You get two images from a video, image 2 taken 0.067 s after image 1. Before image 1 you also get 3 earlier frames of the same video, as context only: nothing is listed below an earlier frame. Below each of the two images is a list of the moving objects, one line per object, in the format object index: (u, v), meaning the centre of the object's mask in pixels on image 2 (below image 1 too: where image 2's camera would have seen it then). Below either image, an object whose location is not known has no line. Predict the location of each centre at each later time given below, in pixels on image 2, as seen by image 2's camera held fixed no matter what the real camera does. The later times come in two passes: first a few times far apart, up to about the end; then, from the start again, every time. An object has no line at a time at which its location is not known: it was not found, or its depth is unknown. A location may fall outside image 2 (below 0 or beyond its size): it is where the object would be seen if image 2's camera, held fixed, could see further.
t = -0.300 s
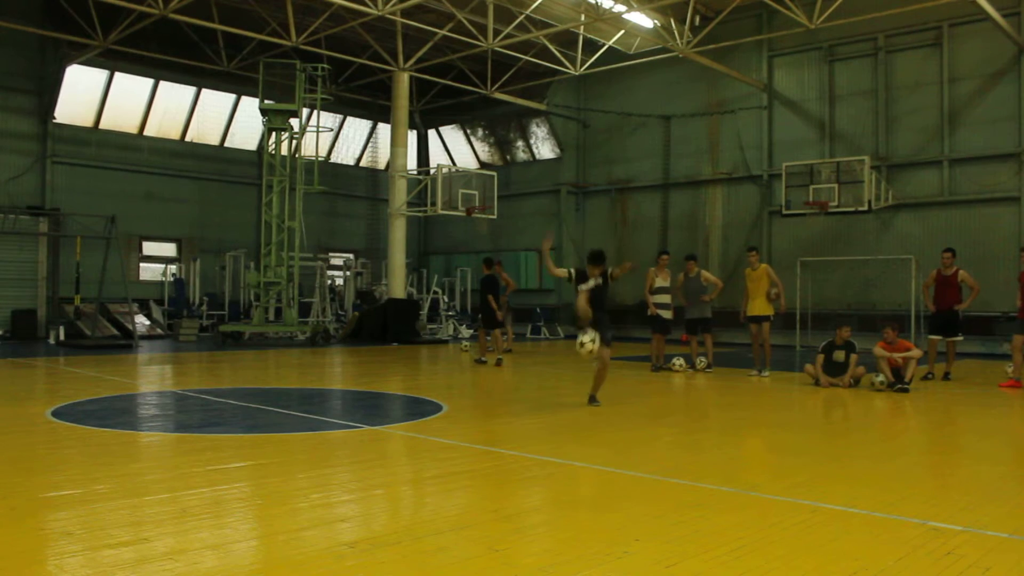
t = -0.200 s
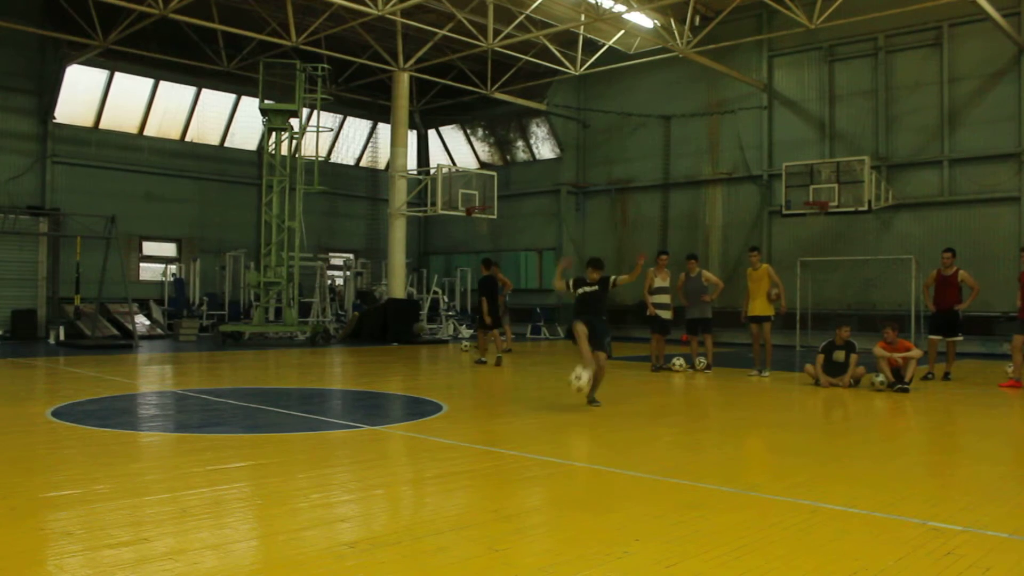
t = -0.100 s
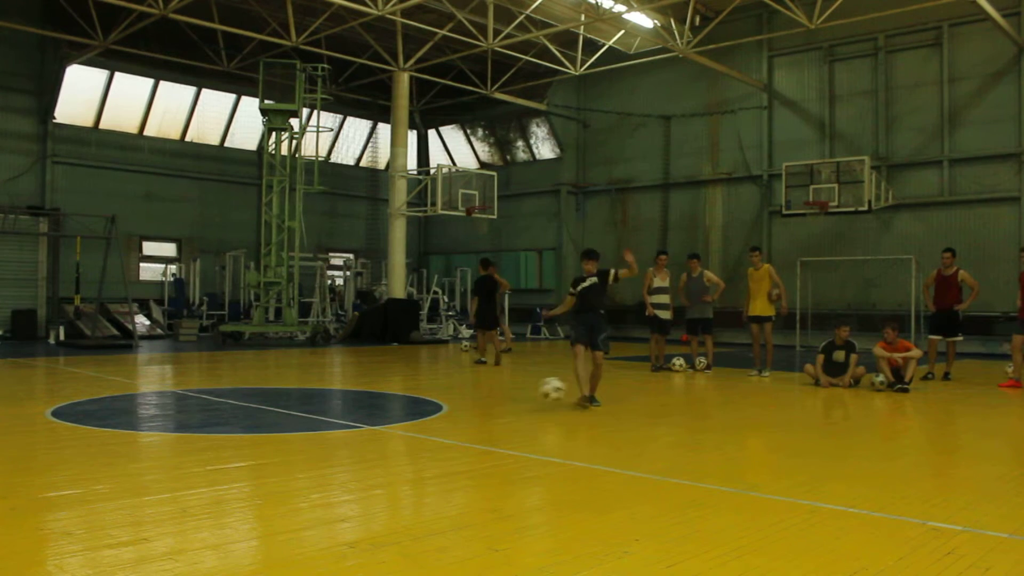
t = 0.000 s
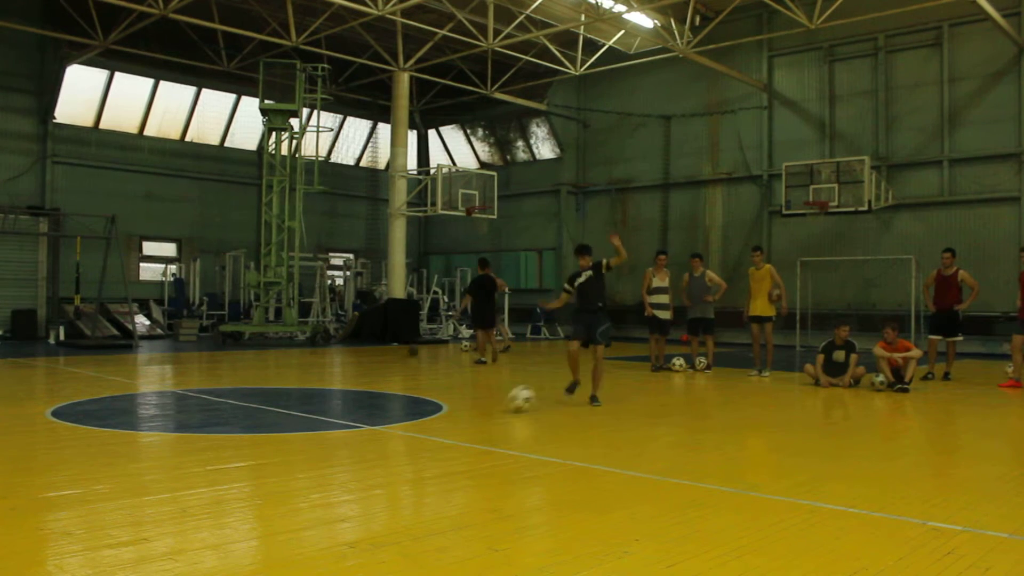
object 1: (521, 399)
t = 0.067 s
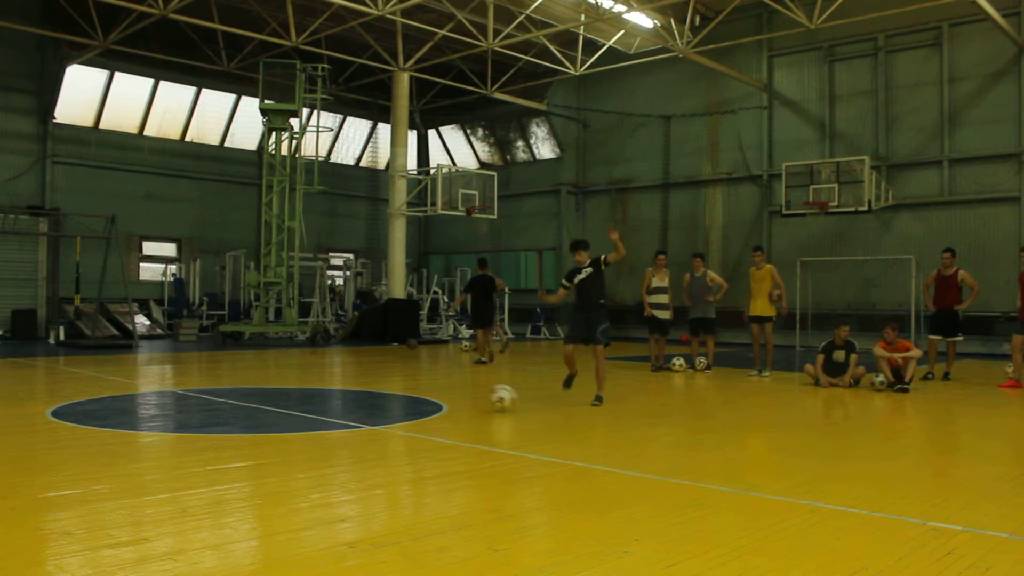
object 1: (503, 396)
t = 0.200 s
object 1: (472, 390)
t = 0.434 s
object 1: (417, 392)
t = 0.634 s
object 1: (371, 393)
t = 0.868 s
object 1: (318, 394)
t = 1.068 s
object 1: (276, 392)
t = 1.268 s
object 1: (235, 393)
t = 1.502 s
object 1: (189, 392)
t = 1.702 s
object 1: (151, 391)
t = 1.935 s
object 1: (109, 389)
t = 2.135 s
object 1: (75, 388)
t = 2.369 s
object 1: (36, 386)
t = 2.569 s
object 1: (7, 385)
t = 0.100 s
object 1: (494, 393)
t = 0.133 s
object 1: (486, 391)
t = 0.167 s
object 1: (479, 392)
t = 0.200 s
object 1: (472, 390)
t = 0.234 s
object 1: (464, 392)
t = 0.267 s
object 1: (455, 395)
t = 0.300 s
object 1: (448, 399)
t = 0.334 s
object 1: (440, 397)
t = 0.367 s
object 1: (432, 394)
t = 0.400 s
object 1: (425, 392)
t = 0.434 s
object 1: (417, 392)
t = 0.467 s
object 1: (409, 394)
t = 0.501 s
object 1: (401, 396)
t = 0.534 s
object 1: (393, 397)
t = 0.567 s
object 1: (386, 394)
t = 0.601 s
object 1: (378, 394)
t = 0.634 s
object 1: (371, 393)
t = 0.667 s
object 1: (363, 394)
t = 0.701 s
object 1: (356, 396)
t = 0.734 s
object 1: (349, 395)
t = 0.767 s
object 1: (341, 394)
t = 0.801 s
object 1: (334, 394)
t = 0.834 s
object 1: (326, 395)
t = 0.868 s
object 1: (318, 394)
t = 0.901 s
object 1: (311, 394)
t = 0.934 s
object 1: (305, 394)
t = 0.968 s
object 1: (297, 394)
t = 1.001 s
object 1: (290, 394)
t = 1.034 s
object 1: (283, 393)
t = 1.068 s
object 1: (276, 392)
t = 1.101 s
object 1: (269, 394)
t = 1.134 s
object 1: (262, 393)
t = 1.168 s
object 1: (255, 392)
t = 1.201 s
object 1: (249, 393)
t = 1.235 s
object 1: (242, 394)
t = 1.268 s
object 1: (235, 393)
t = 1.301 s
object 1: (228, 393)
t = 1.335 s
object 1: (223, 393)
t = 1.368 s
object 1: (216, 392)
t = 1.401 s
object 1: (209, 392)
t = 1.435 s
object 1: (202, 392)
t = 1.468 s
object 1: (195, 393)
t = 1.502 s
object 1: (189, 392)
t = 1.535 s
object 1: (183, 391)
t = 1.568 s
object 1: (177, 392)
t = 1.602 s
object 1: (171, 392)
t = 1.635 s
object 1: (164, 392)
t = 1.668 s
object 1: (158, 392)
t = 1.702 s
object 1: (151, 391)
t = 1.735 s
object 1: (145, 393)
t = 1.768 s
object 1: (139, 390)
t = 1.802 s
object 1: (132, 391)
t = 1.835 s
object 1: (127, 390)
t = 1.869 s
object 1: (122, 389)
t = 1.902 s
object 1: (116, 389)
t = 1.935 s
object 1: (109, 389)
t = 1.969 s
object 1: (103, 389)
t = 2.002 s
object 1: (97, 388)
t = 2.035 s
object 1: (92, 389)
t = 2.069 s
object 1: (87, 388)
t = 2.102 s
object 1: (81, 387)
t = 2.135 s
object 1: (75, 388)
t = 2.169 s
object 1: (69, 387)
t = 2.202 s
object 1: (63, 387)
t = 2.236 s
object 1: (59, 387)
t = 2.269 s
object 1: (54, 387)
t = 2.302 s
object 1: (47, 387)
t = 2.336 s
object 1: (42, 387)
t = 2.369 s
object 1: (36, 386)
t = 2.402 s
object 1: (31, 386)
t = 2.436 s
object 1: (26, 385)
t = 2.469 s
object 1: (20, 385)
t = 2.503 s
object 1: (15, 385)
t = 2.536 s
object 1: (10, 385)
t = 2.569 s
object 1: (7, 385)
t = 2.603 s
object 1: (6, 385)
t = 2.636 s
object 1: (3, 384)
